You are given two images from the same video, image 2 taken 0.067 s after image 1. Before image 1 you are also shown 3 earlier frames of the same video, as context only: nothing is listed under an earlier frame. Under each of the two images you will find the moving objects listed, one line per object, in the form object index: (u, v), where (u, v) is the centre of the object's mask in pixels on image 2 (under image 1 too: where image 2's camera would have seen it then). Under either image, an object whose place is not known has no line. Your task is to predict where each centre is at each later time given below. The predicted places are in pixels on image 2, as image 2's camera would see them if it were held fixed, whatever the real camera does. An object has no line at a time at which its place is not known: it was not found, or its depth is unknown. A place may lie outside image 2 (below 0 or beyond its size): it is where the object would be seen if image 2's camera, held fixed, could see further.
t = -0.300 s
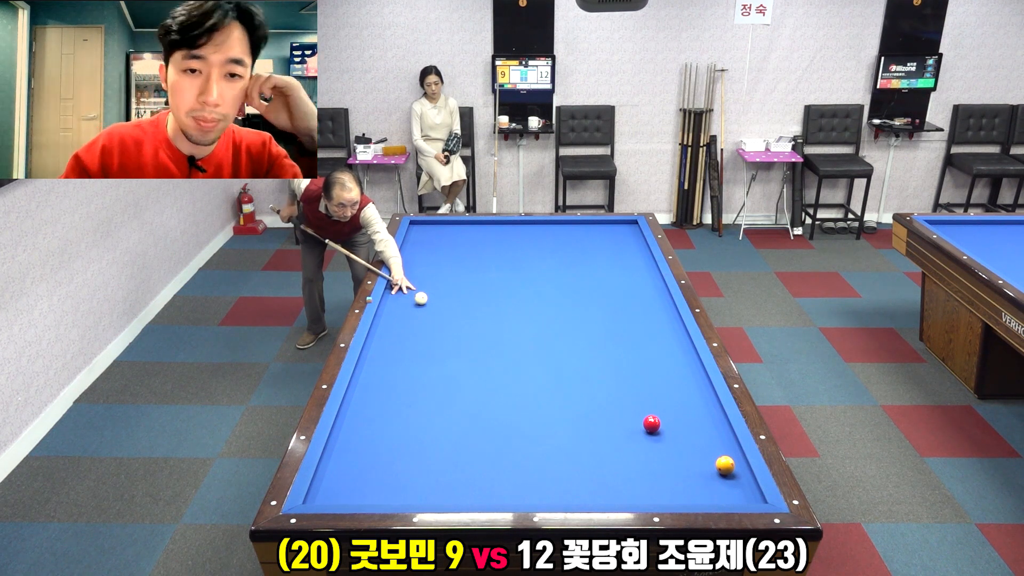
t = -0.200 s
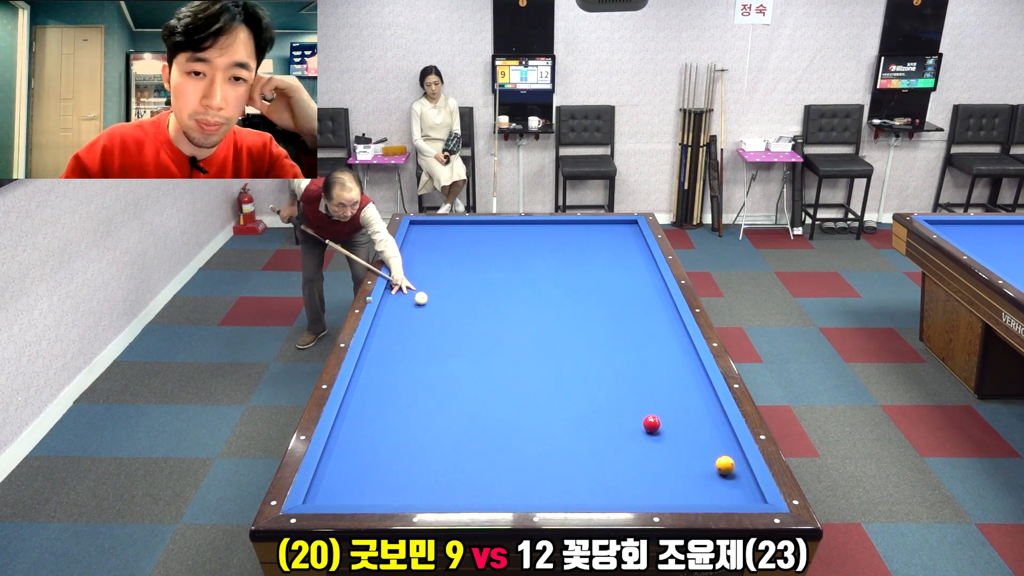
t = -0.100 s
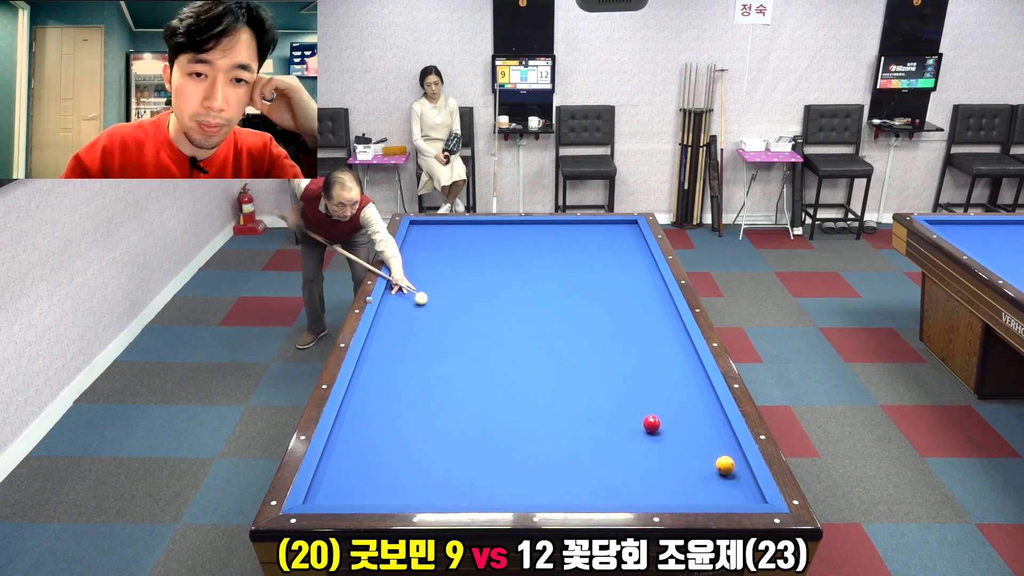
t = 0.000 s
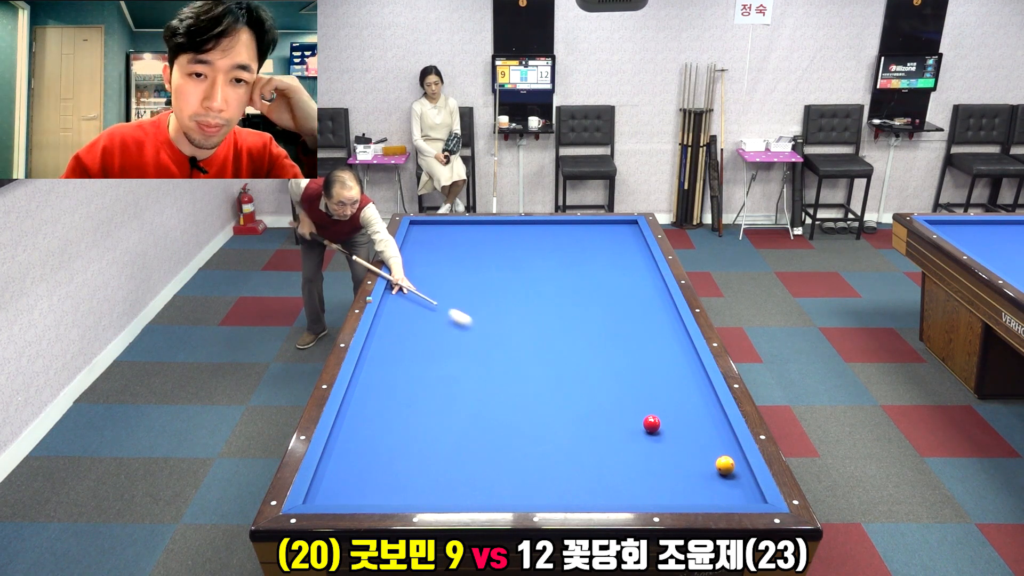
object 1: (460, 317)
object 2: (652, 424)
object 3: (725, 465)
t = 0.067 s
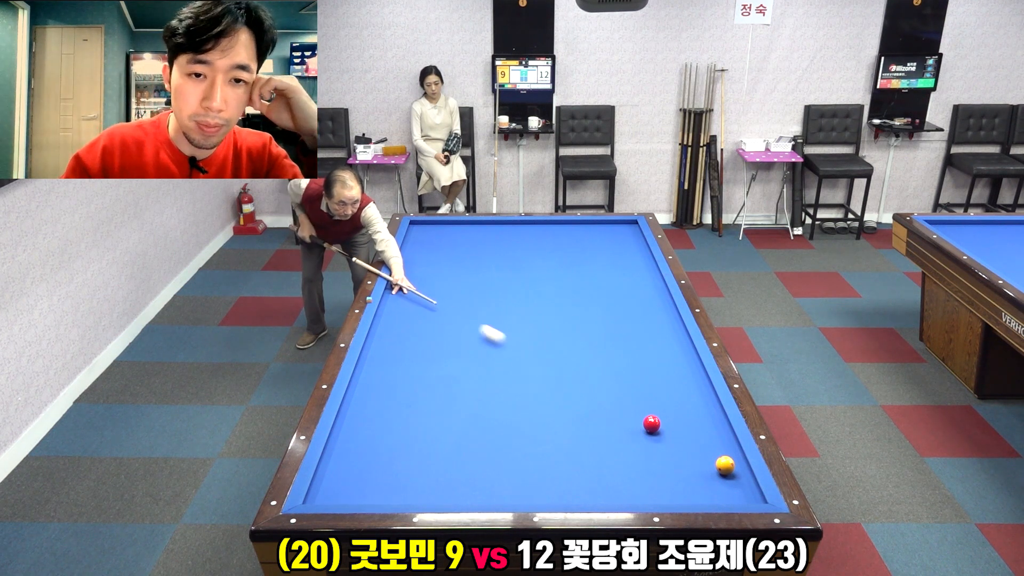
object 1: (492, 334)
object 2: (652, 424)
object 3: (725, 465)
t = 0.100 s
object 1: (509, 343)
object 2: (652, 424)
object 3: (725, 465)
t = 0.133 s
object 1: (526, 351)
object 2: (652, 424)
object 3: (725, 465)
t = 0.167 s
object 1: (544, 360)
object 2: (652, 424)
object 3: (725, 465)
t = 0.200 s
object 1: (562, 370)
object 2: (652, 424)
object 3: (725, 465)
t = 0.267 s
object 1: (599, 389)
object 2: (652, 424)
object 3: (725, 465)
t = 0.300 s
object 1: (619, 398)
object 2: (651, 424)
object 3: (725, 465)
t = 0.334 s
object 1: (638, 408)
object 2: (652, 424)
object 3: (725, 465)
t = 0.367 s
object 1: (659, 413)
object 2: (653, 428)
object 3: (725, 465)
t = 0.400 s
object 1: (677, 414)
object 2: (656, 439)
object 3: (725, 465)
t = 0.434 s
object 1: (695, 415)
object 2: (659, 449)
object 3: (725, 465)
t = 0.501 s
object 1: (711, 417)
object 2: (665, 472)
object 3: (725, 465)
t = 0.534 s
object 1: (696, 415)
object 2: (667, 483)
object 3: (725, 465)
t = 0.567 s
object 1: (681, 414)
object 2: (670, 493)
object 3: (725, 465)
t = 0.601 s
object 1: (667, 413)
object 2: (671, 494)
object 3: (725, 465)
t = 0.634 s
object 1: (654, 413)
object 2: (669, 488)
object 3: (725, 465)
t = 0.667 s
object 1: (641, 412)
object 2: (667, 481)
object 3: (725, 465)
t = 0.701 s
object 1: (629, 412)
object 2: (665, 474)
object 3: (725, 465)
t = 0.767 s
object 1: (607, 412)
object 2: (662, 462)
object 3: (725, 465)
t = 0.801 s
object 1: (598, 412)
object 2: (661, 457)
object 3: (725, 465)
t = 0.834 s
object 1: (588, 413)
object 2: (659, 451)
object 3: (725, 465)
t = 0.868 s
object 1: (579, 413)
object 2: (658, 446)
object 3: (725, 465)
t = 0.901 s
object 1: (570, 414)
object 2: (657, 441)
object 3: (725, 465)
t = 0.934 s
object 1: (561, 414)
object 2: (655, 436)
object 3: (725, 465)
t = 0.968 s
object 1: (551, 414)
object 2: (654, 432)
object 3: (725, 465)
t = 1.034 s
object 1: (533, 415)
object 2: (652, 422)
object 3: (725, 465)
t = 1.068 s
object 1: (524, 415)
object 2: (651, 418)
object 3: (725, 465)
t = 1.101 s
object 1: (514, 416)
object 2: (649, 414)
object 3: (725, 465)
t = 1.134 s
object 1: (505, 416)
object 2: (648, 409)
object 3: (725, 465)
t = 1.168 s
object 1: (496, 417)
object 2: (647, 405)
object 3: (725, 465)
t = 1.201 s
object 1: (486, 417)
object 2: (646, 401)
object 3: (725, 465)
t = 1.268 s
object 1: (468, 418)
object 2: (644, 393)
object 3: (725, 465)
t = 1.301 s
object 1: (459, 418)
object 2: (643, 389)
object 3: (725, 465)
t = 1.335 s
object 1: (449, 418)
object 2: (642, 385)
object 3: (725, 465)
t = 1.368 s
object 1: (440, 419)
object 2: (641, 382)
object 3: (725, 465)
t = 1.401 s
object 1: (431, 420)
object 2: (640, 378)
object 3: (725, 465)
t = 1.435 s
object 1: (422, 420)
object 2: (639, 374)
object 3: (725, 465)
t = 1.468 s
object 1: (412, 420)
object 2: (638, 371)
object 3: (725, 465)
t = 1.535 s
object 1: (394, 421)
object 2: (636, 364)
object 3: (725, 465)
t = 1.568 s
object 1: (385, 421)
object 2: (635, 361)
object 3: (725, 465)
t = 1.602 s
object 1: (375, 422)
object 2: (635, 357)
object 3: (725, 465)
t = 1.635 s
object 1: (366, 422)
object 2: (634, 354)
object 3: (725, 465)
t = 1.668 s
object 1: (357, 423)
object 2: (633, 351)
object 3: (725, 465)
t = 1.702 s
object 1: (347, 423)
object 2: (632, 348)
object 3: (725, 465)
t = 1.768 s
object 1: (350, 424)
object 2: (630, 342)
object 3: (725, 465)
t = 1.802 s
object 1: (356, 425)
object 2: (629, 339)
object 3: (725, 465)
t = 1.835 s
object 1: (362, 425)
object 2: (629, 336)
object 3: (725, 465)
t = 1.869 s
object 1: (367, 426)
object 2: (628, 333)
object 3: (725, 465)
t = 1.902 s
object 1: (373, 426)
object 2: (627, 330)
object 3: (725, 465)
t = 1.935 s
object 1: (378, 426)
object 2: (626, 328)
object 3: (725, 465)
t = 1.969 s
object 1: (383, 427)
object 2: (626, 325)
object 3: (725, 465)
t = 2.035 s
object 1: (393, 428)
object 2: (624, 320)
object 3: (725, 465)
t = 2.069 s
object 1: (398, 428)
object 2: (623, 317)
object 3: (725, 465)
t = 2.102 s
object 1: (404, 428)
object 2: (623, 315)
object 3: (725, 465)
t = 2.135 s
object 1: (409, 429)
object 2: (622, 312)
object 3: (725, 465)
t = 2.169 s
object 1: (414, 429)
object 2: (622, 310)
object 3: (725, 465)
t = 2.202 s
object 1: (419, 430)
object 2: (621, 307)
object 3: (725, 465)
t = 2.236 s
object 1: (424, 430)
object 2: (621, 305)
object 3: (725, 465)
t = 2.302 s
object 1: (434, 431)
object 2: (619, 300)
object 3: (725, 465)
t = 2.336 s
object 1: (440, 432)
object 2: (618, 298)
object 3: (725, 465)
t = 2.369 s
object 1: (444, 432)
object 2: (618, 296)
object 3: (725, 465)
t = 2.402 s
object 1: (450, 433)
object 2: (617, 294)
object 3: (725, 465)
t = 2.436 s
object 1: (455, 433)
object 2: (617, 291)
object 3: (725, 465)
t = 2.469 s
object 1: (460, 434)
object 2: (616, 289)
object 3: (725, 465)
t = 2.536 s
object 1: (470, 434)
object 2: (615, 285)
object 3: (725, 465)
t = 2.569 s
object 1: (475, 435)
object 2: (615, 283)
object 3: (725, 465)
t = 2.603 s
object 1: (480, 435)
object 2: (614, 281)
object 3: (725, 465)
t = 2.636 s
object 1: (485, 436)
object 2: (614, 279)
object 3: (725, 465)
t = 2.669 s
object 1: (490, 436)
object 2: (613, 277)
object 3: (725, 465)
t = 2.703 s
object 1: (495, 437)
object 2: (613, 275)
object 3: (725, 465)
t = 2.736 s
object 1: (500, 437)
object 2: (612, 273)
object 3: (725, 465)
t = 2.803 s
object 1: (510, 438)
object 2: (611, 269)
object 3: (725, 465)
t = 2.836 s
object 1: (515, 438)
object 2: (611, 267)
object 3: (725, 465)
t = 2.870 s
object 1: (520, 439)
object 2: (610, 266)
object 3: (725, 465)
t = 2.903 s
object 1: (525, 439)
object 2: (610, 264)
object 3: (725, 465)
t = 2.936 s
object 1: (531, 440)
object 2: (610, 262)
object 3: (725, 465)
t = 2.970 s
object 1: (536, 440)
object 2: (609, 261)
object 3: (725, 465)
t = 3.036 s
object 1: (546, 441)
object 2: (608, 257)
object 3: (725, 465)
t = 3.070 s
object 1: (551, 441)
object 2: (608, 255)
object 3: (725, 465)
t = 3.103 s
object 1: (556, 442)
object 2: (608, 254)
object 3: (725, 465)
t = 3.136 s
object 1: (561, 443)
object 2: (607, 252)
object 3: (725, 465)
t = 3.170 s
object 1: (566, 443)
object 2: (607, 250)
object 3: (725, 465)
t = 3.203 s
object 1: (571, 444)
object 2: (606, 249)
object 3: (725, 465)
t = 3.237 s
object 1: (575, 444)
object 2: (606, 247)
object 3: (725, 465)
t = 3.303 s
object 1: (585, 445)
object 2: (605, 244)
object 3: (725, 465)
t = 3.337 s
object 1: (590, 445)
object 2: (605, 243)
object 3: (725, 465)
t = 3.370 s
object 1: (595, 446)
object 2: (604, 241)
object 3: (725, 465)
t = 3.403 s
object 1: (600, 446)
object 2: (604, 240)
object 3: (725, 465)
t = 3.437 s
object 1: (605, 446)
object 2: (604, 238)
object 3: (725, 465)
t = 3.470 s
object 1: (610, 447)
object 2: (603, 237)
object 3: (725, 465)
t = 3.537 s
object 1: (620, 448)
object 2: (603, 234)
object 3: (725, 465)
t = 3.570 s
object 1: (625, 449)
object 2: (602, 233)
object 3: (725, 465)
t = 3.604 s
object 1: (630, 449)
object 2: (602, 231)
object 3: (725, 465)
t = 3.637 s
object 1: (635, 449)
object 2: (602, 230)
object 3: (725, 465)
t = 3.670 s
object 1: (640, 450)
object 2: (601, 228)
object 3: (725, 465)
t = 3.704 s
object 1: (645, 450)
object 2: (601, 227)
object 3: (725, 465)
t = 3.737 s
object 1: (649, 451)
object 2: (601, 226)
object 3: (725, 465)
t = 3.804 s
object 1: (659, 452)
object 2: (600, 223)
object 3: (725, 465)
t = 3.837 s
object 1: (664, 452)
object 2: (600, 222)
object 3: (725, 465)
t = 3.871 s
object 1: (669, 453)
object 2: (600, 222)
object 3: (725, 465)
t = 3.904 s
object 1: (674, 453)
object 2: (600, 223)
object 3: (725, 465)
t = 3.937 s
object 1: (679, 453)
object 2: (601, 224)
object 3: (725, 465)
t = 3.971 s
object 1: (684, 454)
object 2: (601, 224)
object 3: (725, 465)
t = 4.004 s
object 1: (688, 454)
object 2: (601, 225)
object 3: (725, 465)
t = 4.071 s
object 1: (698, 455)
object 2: (602, 227)
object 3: (725, 465)
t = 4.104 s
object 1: (703, 456)
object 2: (602, 227)
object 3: (725, 465)
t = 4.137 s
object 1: (708, 456)
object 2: (602, 228)
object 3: (725, 465)
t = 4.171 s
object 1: (711, 456)
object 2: (603, 229)
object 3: (726, 466)
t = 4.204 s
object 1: (713, 455)
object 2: (603, 230)
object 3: (728, 467)
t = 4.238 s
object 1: (716, 455)
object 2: (603, 230)
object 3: (730, 468)
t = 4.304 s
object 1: (721, 454)
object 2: (604, 232)
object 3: (734, 470)
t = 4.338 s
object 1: (724, 453)
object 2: (604, 233)
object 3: (736, 470)
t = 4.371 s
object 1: (726, 452)
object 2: (604, 234)
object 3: (738, 471)
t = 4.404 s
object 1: (729, 452)
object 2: (605, 234)
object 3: (739, 472)
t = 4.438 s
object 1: (731, 451)
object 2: (605, 235)
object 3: (741, 473)
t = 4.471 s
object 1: (733, 451)
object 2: (605, 236)
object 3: (743, 475)
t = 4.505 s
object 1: (732, 450)
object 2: (606, 237)
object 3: (745, 475)
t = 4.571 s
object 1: (729, 449)
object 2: (606, 238)
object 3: (744, 476)
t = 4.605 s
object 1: (727, 449)
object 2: (606, 239)
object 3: (743, 477)
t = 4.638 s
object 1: (725, 448)
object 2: (607, 240)
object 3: (743, 478)
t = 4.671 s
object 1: (724, 448)
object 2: (607, 241)
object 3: (742, 479)
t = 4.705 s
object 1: (722, 447)
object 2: (607, 241)
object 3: (742, 479)
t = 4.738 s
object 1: (720, 447)
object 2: (608, 242)
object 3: (741, 479)
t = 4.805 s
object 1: (716, 446)
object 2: (608, 244)
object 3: (740, 481)
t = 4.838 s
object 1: (715, 445)
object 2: (608, 244)
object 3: (740, 481)
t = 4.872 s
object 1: (713, 445)
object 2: (609, 245)
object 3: (739, 482)
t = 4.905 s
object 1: (712, 445)
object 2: (609, 246)
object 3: (739, 483)
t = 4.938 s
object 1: (710, 444)
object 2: (609, 247)
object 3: (738, 483)
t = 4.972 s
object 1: (708, 444)
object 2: (609, 248)
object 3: (738, 484)
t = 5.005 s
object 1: (707, 443)
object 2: (610, 249)
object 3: (737, 484)
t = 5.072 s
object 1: (704, 442)
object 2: (610, 250)
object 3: (736, 485)
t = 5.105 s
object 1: (702, 442)
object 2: (610, 251)
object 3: (736, 486)
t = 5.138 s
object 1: (701, 442)
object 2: (611, 252)
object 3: (735, 486)
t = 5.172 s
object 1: (699, 441)
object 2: (611, 252)
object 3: (735, 487)
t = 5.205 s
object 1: (698, 441)
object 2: (611, 253)
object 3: (734, 487)
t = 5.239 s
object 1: (696, 440)
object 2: (612, 254)
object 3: (734, 488)
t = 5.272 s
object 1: (695, 440)
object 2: (612, 255)
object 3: (733, 488)
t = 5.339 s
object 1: (692, 439)
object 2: (612, 257)
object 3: (732, 489)
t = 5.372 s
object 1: (690, 439)
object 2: (613, 257)
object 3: (732, 490)
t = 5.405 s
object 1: (689, 439)
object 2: (613, 258)
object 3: (731, 490)
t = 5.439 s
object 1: (688, 438)
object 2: (613, 259)
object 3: (731, 491)
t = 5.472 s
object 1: (686, 438)
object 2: (613, 260)
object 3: (730, 491)
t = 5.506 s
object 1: (685, 438)
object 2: (614, 261)
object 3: (730, 492)
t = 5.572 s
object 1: (682, 437)
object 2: (614, 262)
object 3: (729, 493)
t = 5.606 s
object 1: (681, 437)
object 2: (614, 263)
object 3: (729, 493)
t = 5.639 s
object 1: (680, 436)
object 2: (614, 264)
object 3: (728, 494)
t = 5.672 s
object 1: (678, 436)
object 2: (615, 264)
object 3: (728, 494)
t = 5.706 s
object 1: (677, 436)
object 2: (615, 265)
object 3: (728, 494)
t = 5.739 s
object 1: (676, 436)
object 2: (615, 266)
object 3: (727, 494)
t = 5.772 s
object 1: (674, 435)
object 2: (615, 267)
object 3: (727, 495)
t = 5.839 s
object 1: (672, 434)
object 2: (616, 269)
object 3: (726, 495)
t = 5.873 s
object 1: (671, 434)
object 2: (616, 270)
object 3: (726, 495)
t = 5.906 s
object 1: (670, 434)
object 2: (616, 270)
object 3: (725, 496)
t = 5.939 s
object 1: (668, 434)
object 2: (616, 271)
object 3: (725, 496)
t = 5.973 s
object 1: (667, 433)
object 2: (617, 272)
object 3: (725, 496)
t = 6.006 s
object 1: (666, 433)
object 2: (617, 273)
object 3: (725, 496)
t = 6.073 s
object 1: (664, 433)
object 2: (617, 274)
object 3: (724, 497)
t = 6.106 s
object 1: (663, 432)
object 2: (617, 275)
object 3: (724, 497)
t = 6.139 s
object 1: (662, 432)
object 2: (618, 276)
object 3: (723, 497)
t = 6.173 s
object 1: (660, 432)
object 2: (618, 277)
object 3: (723, 497)
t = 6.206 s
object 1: (659, 432)
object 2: (618, 278)
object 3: (723, 497)
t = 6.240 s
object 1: (658, 431)
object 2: (618, 278)
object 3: (722, 496)
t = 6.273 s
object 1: (657, 431)
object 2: (618, 279)
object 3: (722, 496)
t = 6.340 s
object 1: (655, 430)
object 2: (619, 281)
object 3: (721, 496)
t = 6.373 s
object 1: (654, 430)
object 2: (619, 282)
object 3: (721, 496)
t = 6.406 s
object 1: (653, 430)
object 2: (619, 283)
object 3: (721, 496)
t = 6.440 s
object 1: (652, 430)
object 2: (619, 283)
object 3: (721, 496)
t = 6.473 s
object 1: (651, 430)
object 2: (620, 284)
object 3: (720, 496)
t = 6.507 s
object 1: (650, 429)
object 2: (620, 285)
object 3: (720, 496)
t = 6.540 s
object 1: (649, 429)
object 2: (620, 286)
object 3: (720, 496)
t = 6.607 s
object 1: (647, 429)
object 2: (620, 288)
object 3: (720, 496)
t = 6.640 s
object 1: (647, 429)
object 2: (621, 288)
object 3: (720, 496)
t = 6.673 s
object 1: (646, 429)
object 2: (621, 289)
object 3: (719, 496)
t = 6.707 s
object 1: (645, 428)
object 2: (621, 290)
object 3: (719, 496)
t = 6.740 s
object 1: (644, 428)
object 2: (621, 291)
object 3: (719, 496)
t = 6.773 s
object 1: (643, 428)
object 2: (621, 292)
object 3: (719, 496)
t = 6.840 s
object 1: (641, 428)
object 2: (622, 293)
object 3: (719, 495)
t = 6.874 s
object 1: (640, 427)
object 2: (622, 294)
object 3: (719, 495)
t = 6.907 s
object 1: (640, 427)
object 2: (622, 295)
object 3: (719, 495)
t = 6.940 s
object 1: (639, 427)
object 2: (622, 296)
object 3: (718, 495)
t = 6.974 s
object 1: (638, 427)
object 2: (622, 297)
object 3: (718, 495)
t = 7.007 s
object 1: (637, 427)
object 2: (622, 298)
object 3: (718, 495)
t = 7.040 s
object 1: (636, 427)
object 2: (623, 298)
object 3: (718, 495)
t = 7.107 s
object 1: (635, 426)
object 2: (623, 300)
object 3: (718, 495)
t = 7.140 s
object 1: (634, 426)
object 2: (623, 301)
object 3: (718, 495)
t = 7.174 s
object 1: (634, 426)
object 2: (623, 302)
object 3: (718, 495)
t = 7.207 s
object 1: (633, 426)
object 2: (624, 303)
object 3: (718, 495)
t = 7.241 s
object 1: (632, 426)
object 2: (624, 303)
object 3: (718, 495)
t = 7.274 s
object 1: (632, 426)
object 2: (624, 304)
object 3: (718, 495)
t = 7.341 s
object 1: (630, 425)
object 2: (624, 306)
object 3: (718, 495)
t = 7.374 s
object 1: (630, 425)
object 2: (624, 307)
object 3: (718, 495)
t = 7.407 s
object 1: (629, 425)
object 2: (625, 307)
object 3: (718, 495)
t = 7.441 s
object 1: (628, 425)
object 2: (625, 308)
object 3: (718, 495)
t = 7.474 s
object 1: (628, 425)
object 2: (625, 309)
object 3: (718, 495)
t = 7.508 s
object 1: (627, 425)
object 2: (625, 310)
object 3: (718, 495)
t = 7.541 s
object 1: (627, 425)
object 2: (625, 311)
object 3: (718, 495)
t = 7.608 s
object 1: (626, 425)
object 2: (626, 313)
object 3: (718, 495)
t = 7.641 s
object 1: (625, 425)
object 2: (626, 313)
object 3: (718, 495)
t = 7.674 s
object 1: (624, 424)
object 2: (626, 314)
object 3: (718, 495)
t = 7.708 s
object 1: (624, 424)
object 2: (626, 315)
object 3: (718, 495)
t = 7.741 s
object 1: (623, 424)
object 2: (626, 316)
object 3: (718, 495)
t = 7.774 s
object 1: (623, 424)
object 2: (627, 317)
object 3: (718, 495)
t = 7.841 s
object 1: (622, 424)
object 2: (627, 318)
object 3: (718, 495)
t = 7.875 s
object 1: (621, 424)
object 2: (627, 319)
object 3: (718, 495)
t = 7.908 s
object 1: (621, 424)
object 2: (627, 320)
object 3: (718, 495)
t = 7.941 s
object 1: (621, 424)
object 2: (627, 321)
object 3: (718, 495)
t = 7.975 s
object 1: (620, 424)
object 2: (628, 321)
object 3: (718, 495)
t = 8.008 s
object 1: (620, 424)
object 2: (628, 322)
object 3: (718, 495)
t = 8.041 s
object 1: (619, 424)
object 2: (628, 323)
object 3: (718, 495)
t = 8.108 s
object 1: (619, 424)
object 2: (628, 325)
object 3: (718, 495)
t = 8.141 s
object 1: (618, 423)
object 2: (628, 326)
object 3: (718, 495)
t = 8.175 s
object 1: (618, 424)
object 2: (629, 326)
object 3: (718, 495)
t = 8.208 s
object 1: (618, 423)
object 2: (629, 327)
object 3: (718, 495)
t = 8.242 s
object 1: (617, 423)
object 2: (629, 328)
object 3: (718, 495)
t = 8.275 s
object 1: (617, 423)
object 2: (629, 329)
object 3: (718, 495)
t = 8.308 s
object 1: (617, 423)
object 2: (629, 330)
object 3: (718, 495)
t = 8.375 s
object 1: (616, 423)
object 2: (629, 331)
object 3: (718, 495)
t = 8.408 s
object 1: (616, 423)
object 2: (630, 332)
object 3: (718, 495)
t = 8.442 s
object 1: (616, 423)
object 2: (630, 333)
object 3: (718, 495)
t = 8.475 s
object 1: (616, 423)
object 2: (630, 334)
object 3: (718, 495)
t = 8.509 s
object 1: (615, 423)
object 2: (630, 335)
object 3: (718, 495)
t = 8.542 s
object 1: (615, 423)
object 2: (630, 335)
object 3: (718, 495)
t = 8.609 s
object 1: (615, 423)
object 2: (630, 337)
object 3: (718, 495)
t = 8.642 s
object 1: (614, 423)
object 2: (631, 338)
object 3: (718, 495)
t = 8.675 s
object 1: (614, 423)
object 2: (631, 339)
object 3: (718, 495)
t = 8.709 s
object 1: (614, 423)
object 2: (631, 339)
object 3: (718, 495)
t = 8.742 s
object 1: (614, 423)
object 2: (631, 340)
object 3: (718, 495)
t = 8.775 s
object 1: (614, 423)
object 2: (631, 341)
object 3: (718, 495)
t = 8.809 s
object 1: (614, 423)
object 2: (631, 342)
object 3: (718, 495)
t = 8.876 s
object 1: (613, 423)
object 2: (632, 343)
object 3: (718, 495)
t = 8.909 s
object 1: (613, 423)
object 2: (632, 344)
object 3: (718, 495)
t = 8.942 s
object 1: (613, 423)
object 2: (632, 345)
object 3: (718, 495)
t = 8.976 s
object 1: (613, 423)
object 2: (632, 346)
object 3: (718, 495)
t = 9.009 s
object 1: (613, 423)
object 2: (632, 347)
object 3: (718, 495)
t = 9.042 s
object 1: (613, 423)
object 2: (632, 348)
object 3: (718, 495)
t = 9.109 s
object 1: (613, 423)
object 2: (633, 349)
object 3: (718, 495)
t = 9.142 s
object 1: (613, 423)
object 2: (633, 350)
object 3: (718, 495)
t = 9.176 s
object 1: (613, 423)
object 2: (633, 351)
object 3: (718, 495)
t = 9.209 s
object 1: (613, 423)
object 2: (633, 351)
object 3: (718, 495)
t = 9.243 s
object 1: (613, 423)
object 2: (633, 352)
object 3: (718, 495)
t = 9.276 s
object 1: (613, 423)
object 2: (633, 353)
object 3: (718, 495)
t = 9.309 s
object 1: (613, 423)
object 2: (634, 354)
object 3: (718, 495)
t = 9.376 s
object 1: (613, 423)
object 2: (634, 355)
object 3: (718, 495)
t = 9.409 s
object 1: (613, 423)
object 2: (634, 356)
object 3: (718, 495)
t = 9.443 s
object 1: (613, 423)
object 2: (634, 357)
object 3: (718, 495)
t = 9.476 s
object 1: (613, 423)
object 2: (634, 358)
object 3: (718, 495)
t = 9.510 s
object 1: (613, 423)
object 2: (634, 358)
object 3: (718, 495)
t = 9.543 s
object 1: (613, 423)
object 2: (634, 359)
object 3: (718, 495)
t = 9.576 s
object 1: (613, 423)
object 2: (635, 360)
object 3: (718, 495)
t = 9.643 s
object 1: (613, 423)
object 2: (635, 361)
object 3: (718, 495)
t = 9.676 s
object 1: (613, 423)
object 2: (635, 362)
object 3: (718, 495)
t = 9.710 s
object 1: (613, 423)
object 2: (635, 363)
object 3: (718, 495)
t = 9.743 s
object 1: (613, 423)
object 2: (635, 364)
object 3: (718, 495)
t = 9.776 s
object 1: (613, 423)
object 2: (635, 364)
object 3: (718, 495)
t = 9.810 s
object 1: (613, 423)
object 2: (635, 365)
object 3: (718, 495)
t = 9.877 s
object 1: (613, 423)
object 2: (636, 367)
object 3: (718, 495)
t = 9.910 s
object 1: (613, 423)
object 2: (636, 367)
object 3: (718, 495)
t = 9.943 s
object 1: (613, 423)
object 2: (636, 368)
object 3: (718, 495)
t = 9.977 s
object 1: (613, 423)
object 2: (636, 369)
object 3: (718, 495)
